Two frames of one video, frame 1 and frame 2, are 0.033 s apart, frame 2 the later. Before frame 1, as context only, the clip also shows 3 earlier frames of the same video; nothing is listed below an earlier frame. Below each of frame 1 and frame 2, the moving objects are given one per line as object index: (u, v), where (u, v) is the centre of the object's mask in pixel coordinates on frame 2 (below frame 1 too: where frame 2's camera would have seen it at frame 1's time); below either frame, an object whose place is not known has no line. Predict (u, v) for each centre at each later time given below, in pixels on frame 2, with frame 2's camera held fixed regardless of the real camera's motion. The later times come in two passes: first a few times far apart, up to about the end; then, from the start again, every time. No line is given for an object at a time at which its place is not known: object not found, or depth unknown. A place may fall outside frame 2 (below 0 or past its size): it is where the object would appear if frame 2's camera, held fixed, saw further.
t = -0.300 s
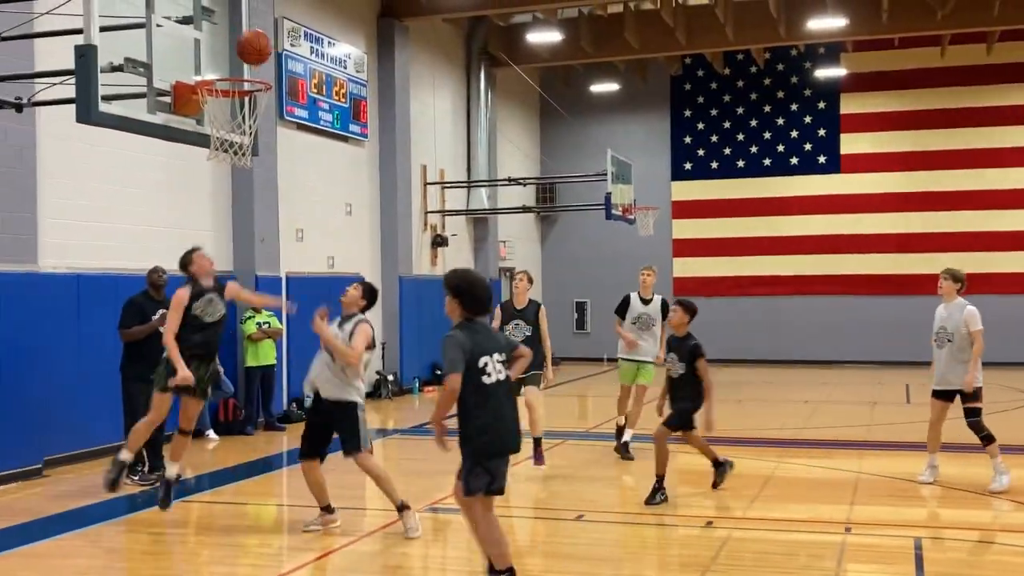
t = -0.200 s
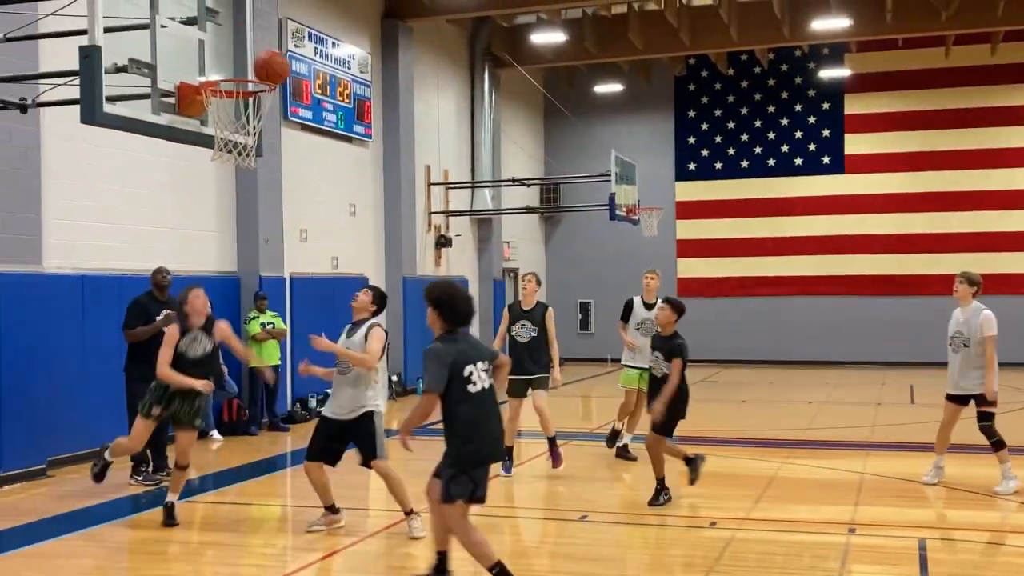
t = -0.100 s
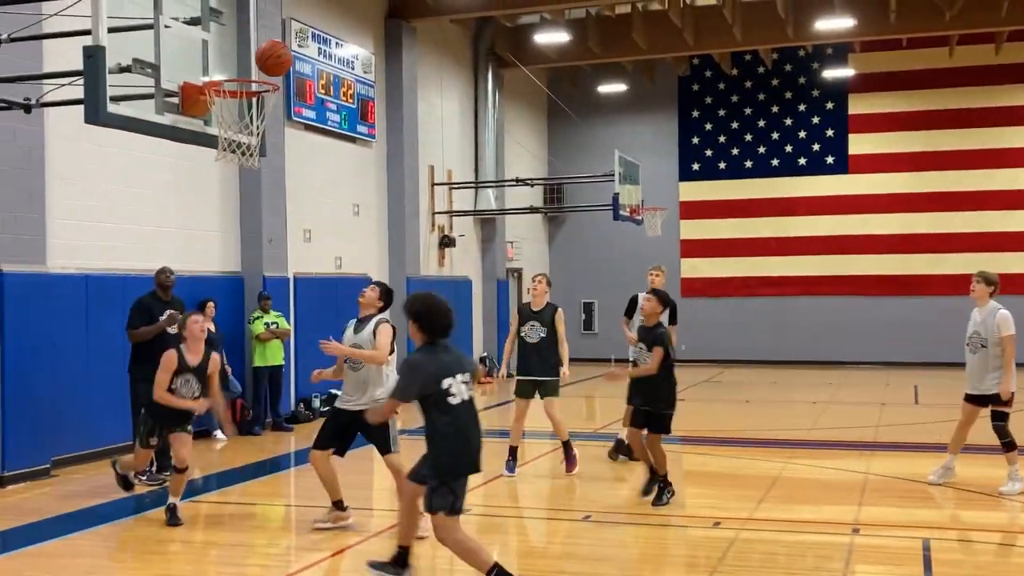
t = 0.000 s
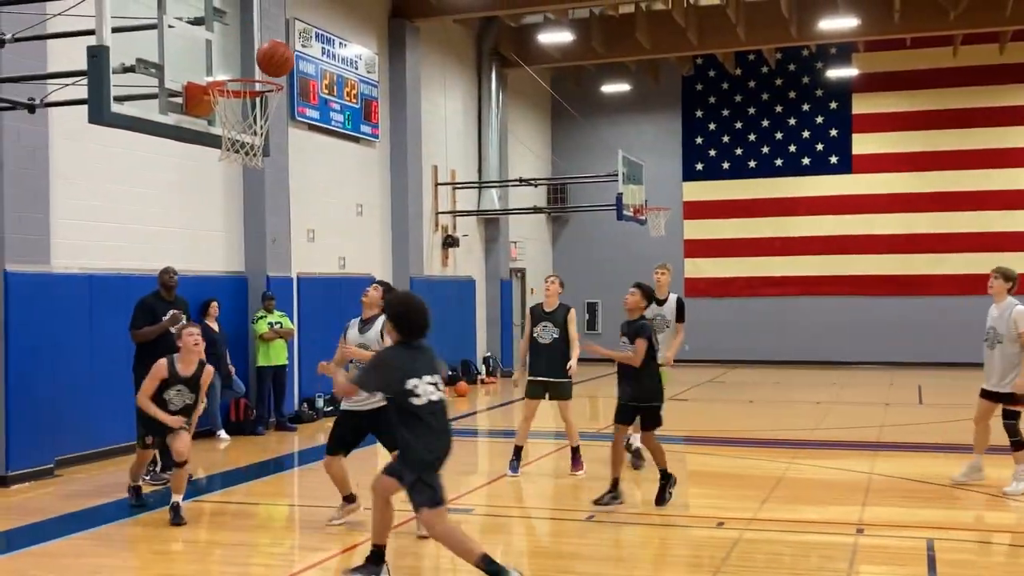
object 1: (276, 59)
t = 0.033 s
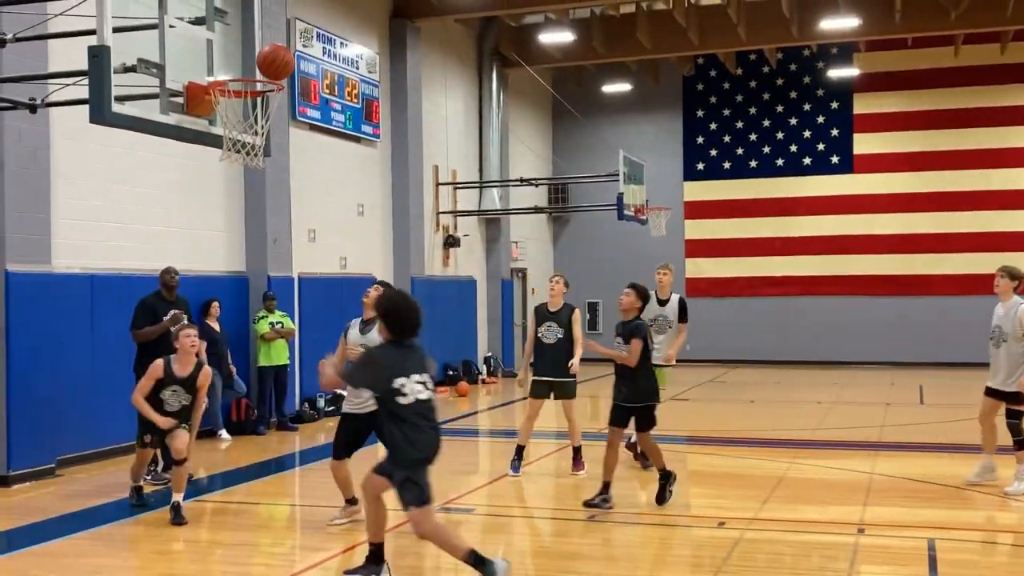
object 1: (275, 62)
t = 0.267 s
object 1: (261, 62)
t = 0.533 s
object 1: (236, 64)
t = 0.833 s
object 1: (233, 96)
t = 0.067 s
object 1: (275, 65)
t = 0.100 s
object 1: (273, 63)
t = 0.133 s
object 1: (270, 62)
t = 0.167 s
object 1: (268, 62)
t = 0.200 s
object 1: (266, 63)
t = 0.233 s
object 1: (264, 62)
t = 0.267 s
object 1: (261, 62)
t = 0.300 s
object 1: (258, 62)
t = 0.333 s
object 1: (255, 62)
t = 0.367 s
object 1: (251, 62)
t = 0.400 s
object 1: (248, 62)
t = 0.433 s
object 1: (245, 62)
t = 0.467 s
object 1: (241, 63)
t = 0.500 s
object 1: (239, 63)
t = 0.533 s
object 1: (236, 64)
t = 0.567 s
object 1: (233, 64)
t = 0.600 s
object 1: (231, 65)
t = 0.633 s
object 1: (230, 66)
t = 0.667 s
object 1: (228, 68)
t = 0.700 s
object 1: (228, 70)
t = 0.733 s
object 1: (228, 71)
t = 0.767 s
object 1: (231, 84)
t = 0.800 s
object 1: (232, 90)
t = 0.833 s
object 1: (233, 96)
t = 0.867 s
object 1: (234, 101)
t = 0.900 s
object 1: (238, 110)
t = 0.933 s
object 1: (240, 122)
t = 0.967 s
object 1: (242, 134)
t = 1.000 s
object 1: (247, 141)
